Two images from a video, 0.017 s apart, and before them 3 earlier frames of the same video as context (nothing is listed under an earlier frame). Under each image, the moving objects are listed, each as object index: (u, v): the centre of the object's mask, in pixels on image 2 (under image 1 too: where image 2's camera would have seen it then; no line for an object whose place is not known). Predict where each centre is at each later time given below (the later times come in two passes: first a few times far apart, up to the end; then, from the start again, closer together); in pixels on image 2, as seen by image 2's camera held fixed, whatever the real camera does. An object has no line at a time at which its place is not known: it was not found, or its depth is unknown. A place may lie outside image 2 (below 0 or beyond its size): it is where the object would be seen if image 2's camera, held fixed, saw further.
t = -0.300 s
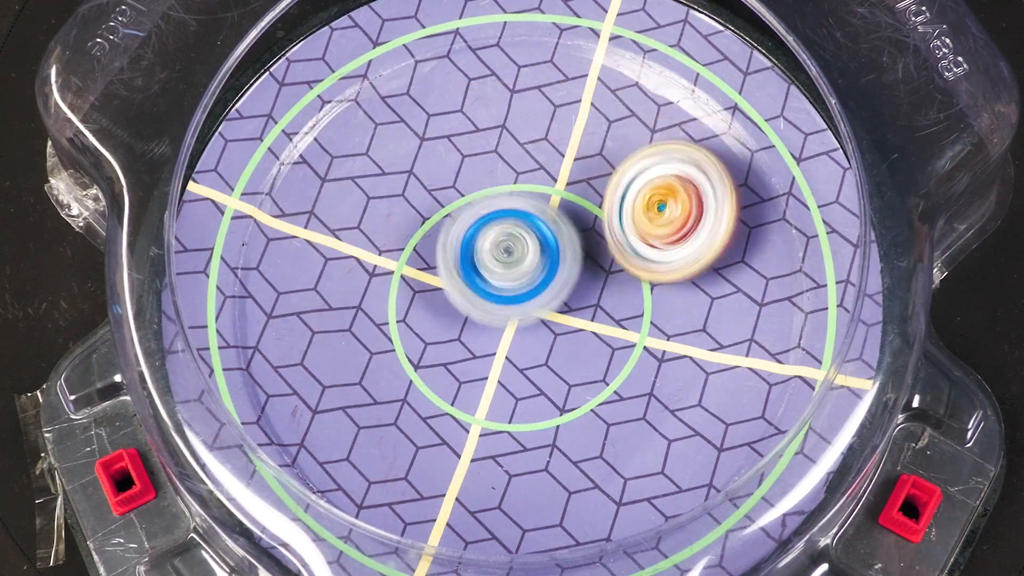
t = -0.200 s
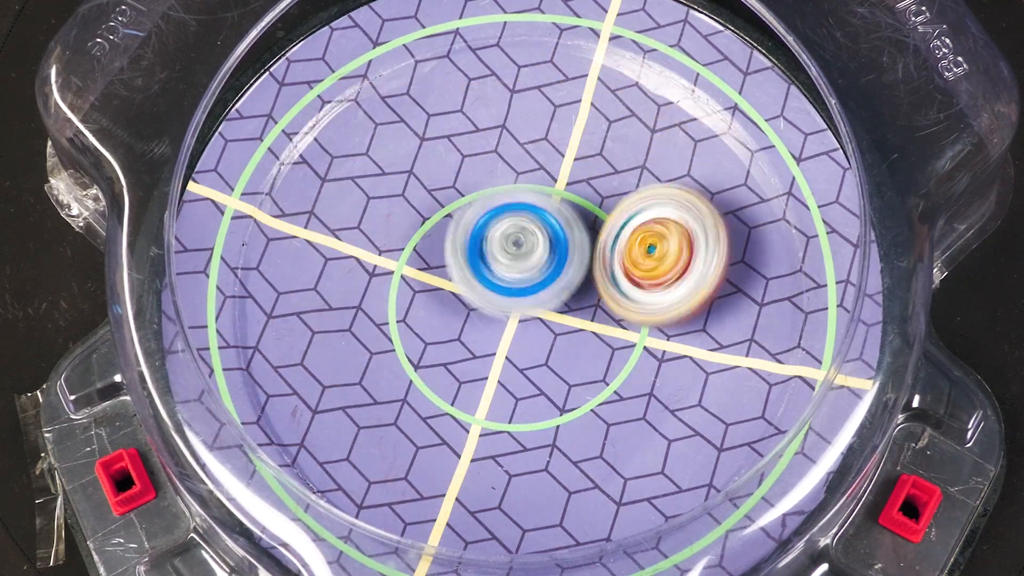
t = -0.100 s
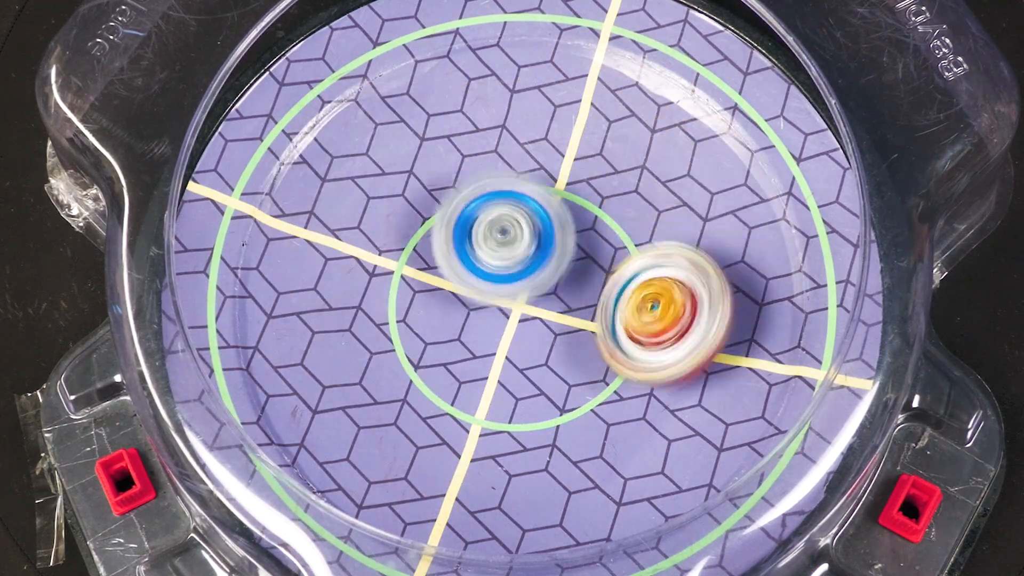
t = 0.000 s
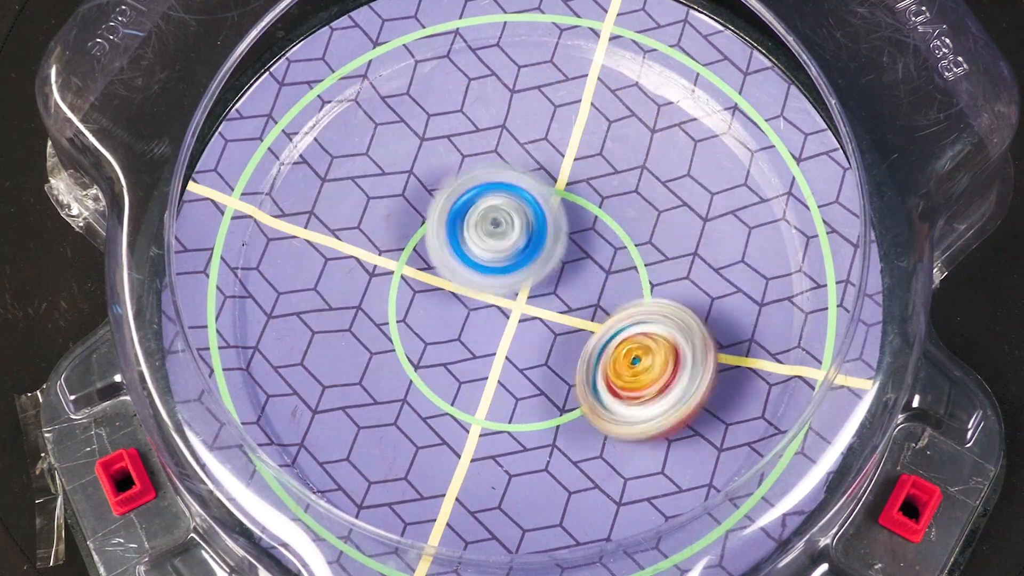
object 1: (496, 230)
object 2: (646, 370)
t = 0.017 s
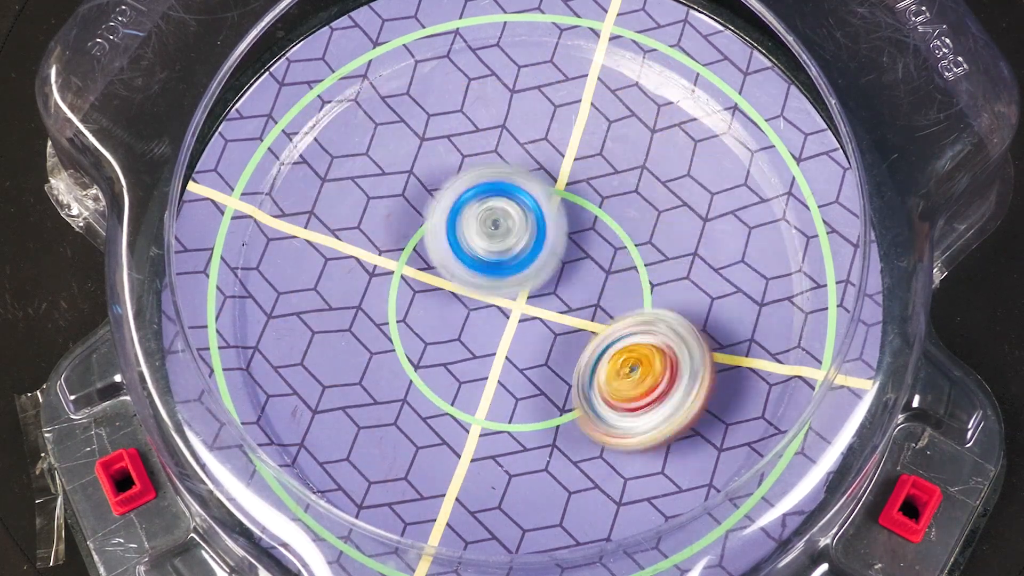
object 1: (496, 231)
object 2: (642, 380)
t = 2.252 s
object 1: (539, 264)
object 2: (675, 364)
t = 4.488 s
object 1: (538, 261)
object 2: (553, 407)
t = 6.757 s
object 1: (558, 261)
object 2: (380, 350)
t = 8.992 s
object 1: (463, 347)
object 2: (575, 198)
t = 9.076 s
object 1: (465, 339)
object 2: (566, 220)
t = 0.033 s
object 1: (495, 229)
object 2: (637, 388)
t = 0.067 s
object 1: (494, 229)
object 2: (628, 403)
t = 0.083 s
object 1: (494, 228)
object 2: (623, 410)
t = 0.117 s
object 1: (493, 228)
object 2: (611, 423)
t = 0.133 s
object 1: (492, 227)
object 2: (607, 428)
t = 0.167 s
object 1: (493, 229)
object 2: (596, 437)
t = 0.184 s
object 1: (493, 229)
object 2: (590, 441)
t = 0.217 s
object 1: (495, 231)
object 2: (580, 446)
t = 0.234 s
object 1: (495, 232)
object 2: (575, 448)
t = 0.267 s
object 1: (495, 236)
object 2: (564, 451)
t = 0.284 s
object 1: (496, 237)
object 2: (559, 451)
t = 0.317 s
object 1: (495, 243)
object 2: (550, 451)
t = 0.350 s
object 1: (498, 248)
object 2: (541, 449)
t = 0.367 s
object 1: (496, 250)
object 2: (535, 446)
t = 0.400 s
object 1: (497, 256)
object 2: (525, 443)
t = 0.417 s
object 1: (496, 259)
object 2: (521, 441)
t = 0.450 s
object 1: (497, 265)
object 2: (509, 435)
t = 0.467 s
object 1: (497, 268)
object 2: (504, 431)
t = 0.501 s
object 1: (495, 275)
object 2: (493, 424)
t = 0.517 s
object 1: (496, 276)
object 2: (486, 419)
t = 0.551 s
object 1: (492, 282)
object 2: (473, 410)
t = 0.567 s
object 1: (494, 280)
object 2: (465, 410)
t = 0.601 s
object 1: (502, 268)
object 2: (443, 407)
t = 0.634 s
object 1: (509, 259)
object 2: (424, 398)
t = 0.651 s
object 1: (517, 256)
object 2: (415, 393)
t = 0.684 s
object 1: (527, 251)
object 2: (399, 379)
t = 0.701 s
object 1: (534, 250)
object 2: (391, 372)
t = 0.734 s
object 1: (548, 248)
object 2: (377, 355)
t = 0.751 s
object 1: (554, 249)
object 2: (370, 347)
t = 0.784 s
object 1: (567, 251)
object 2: (359, 331)
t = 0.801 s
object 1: (572, 255)
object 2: (354, 322)
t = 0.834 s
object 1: (583, 262)
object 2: (345, 305)
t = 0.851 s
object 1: (584, 268)
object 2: (341, 295)
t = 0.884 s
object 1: (588, 277)
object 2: (335, 278)
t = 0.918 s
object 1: (590, 287)
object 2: (332, 262)
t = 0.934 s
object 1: (587, 292)
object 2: (330, 253)
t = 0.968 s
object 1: (583, 299)
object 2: (330, 239)
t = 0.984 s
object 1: (577, 303)
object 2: (330, 231)
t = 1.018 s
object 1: (569, 309)
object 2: (332, 219)
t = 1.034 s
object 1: (565, 309)
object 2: (335, 213)
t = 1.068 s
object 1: (551, 312)
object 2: (341, 202)
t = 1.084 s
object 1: (547, 310)
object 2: (344, 198)
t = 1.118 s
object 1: (534, 308)
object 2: (353, 188)
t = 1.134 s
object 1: (531, 306)
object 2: (358, 185)
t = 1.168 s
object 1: (519, 299)
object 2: (369, 177)
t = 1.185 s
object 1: (513, 296)
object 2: (374, 173)
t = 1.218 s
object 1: (508, 285)
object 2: (388, 165)
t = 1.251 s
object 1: (504, 276)
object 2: (402, 158)
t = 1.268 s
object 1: (500, 270)
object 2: (410, 154)
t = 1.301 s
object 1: (501, 261)
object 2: (426, 145)
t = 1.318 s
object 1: (506, 260)
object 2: (429, 137)
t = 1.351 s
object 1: (515, 267)
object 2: (440, 118)
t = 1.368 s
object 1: (522, 269)
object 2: (445, 114)
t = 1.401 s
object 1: (526, 275)
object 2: (461, 104)
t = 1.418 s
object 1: (532, 279)
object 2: (466, 101)
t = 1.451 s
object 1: (536, 287)
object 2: (482, 96)
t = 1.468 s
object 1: (536, 296)
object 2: (488, 95)
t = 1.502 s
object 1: (539, 303)
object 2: (504, 94)
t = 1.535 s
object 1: (539, 310)
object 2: (519, 96)
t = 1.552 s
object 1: (536, 314)
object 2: (527, 97)
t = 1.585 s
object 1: (532, 320)
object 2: (542, 101)
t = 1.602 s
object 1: (531, 321)
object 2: (551, 103)
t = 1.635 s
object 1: (525, 324)
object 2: (566, 110)
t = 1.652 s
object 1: (525, 326)
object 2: (575, 113)
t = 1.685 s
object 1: (520, 326)
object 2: (588, 120)
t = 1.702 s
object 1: (516, 328)
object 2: (598, 125)
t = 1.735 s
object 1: (515, 326)
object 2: (612, 134)
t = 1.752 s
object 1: (511, 325)
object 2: (620, 139)
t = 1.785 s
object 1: (509, 322)
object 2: (633, 151)
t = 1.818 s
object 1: (504, 320)
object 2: (648, 162)
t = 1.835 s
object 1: (507, 318)
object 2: (653, 170)
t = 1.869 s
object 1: (503, 314)
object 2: (666, 183)
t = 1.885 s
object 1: (503, 312)
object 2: (671, 190)
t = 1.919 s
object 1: (503, 305)
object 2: (682, 205)
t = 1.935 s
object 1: (499, 302)
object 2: (684, 213)
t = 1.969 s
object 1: (501, 296)
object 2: (692, 229)
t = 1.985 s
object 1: (504, 292)
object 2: (694, 237)
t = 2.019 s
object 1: (507, 289)
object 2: (698, 253)
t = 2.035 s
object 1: (509, 285)
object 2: (699, 262)
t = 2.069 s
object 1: (512, 281)
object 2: (702, 278)
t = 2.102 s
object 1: (517, 275)
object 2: (701, 296)
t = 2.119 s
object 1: (517, 273)
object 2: (699, 303)
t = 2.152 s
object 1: (523, 269)
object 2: (696, 320)
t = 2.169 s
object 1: (527, 268)
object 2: (694, 327)
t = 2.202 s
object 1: (533, 265)
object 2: (688, 343)
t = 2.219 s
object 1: (535, 265)
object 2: (684, 350)
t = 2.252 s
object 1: (539, 264)
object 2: (675, 364)
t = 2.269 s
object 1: (542, 262)
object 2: (670, 370)
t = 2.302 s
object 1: (546, 262)
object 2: (658, 383)
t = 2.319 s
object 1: (550, 264)
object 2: (651, 388)
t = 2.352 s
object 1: (554, 263)
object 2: (638, 398)
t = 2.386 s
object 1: (558, 265)
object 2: (622, 405)
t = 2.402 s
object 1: (557, 268)
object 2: (616, 408)
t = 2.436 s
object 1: (557, 270)
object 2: (598, 415)
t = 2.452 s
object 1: (560, 270)
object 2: (591, 417)
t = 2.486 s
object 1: (560, 273)
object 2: (572, 422)
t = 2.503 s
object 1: (560, 276)
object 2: (564, 423)
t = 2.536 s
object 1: (560, 277)
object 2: (546, 426)
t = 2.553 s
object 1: (556, 279)
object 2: (537, 426)
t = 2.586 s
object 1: (555, 281)
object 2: (517, 425)
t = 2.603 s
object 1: (555, 281)
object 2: (509, 425)
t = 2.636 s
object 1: (553, 283)
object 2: (490, 422)
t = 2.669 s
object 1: (548, 284)
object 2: (471, 417)
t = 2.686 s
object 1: (546, 286)
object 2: (463, 414)
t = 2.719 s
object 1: (541, 287)
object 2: (444, 407)
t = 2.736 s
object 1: (539, 286)
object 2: (437, 403)
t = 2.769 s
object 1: (535, 287)
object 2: (420, 393)
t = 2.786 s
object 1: (531, 288)
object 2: (414, 389)
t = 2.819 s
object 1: (525, 287)
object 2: (400, 378)
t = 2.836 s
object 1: (524, 286)
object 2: (393, 373)
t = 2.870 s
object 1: (518, 283)
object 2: (382, 360)
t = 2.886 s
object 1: (517, 282)
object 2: (377, 354)
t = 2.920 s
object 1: (513, 280)
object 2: (368, 340)
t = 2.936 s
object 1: (510, 278)
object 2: (365, 333)
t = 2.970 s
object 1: (509, 276)
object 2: (359, 320)
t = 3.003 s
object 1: (505, 273)
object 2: (355, 304)
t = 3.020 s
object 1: (506, 272)
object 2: (353, 298)
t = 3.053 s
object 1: (504, 269)
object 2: (351, 283)
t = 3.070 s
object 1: (500, 268)
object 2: (352, 275)
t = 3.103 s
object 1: (501, 266)
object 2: (354, 261)
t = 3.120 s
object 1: (501, 265)
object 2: (355, 252)
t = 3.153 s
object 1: (501, 263)
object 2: (358, 239)
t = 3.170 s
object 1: (501, 262)
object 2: (362, 231)
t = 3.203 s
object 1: (502, 260)
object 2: (366, 218)
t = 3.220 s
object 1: (508, 259)
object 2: (365, 209)
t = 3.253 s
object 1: (514, 260)
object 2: (370, 195)
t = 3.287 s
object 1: (519, 264)
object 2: (377, 182)
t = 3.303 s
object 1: (521, 265)
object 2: (380, 177)
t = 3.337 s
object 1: (526, 269)
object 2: (391, 166)
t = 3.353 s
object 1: (531, 272)
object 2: (396, 162)
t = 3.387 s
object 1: (535, 275)
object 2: (407, 153)
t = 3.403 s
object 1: (532, 278)
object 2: (414, 151)
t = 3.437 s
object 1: (536, 282)
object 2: (428, 145)
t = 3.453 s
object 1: (538, 285)
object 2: (436, 142)
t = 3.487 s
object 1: (539, 289)
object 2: (451, 139)
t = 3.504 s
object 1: (538, 292)
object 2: (459, 136)
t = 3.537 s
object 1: (537, 293)
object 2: (475, 135)
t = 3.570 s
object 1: (538, 298)
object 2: (491, 135)
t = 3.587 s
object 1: (539, 300)
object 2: (499, 133)
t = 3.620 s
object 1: (539, 304)
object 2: (518, 135)
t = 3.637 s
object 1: (538, 305)
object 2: (525, 136)
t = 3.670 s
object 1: (535, 307)
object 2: (546, 140)
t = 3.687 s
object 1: (537, 308)
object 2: (555, 142)
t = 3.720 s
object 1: (534, 309)
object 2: (572, 148)
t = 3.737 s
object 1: (530, 309)
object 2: (582, 151)
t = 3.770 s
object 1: (528, 310)
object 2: (599, 159)
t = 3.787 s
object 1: (527, 311)
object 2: (607, 163)
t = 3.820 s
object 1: (524, 310)
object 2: (622, 173)
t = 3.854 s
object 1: (523, 308)
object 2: (637, 185)
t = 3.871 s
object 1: (522, 306)
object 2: (643, 190)
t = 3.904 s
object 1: (522, 303)
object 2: (655, 203)
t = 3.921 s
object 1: (519, 303)
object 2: (659, 209)
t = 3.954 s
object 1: (516, 301)
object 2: (669, 223)
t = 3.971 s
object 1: (519, 300)
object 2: (673, 231)
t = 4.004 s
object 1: (518, 296)
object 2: (678, 246)
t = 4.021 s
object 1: (515, 295)
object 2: (681, 252)
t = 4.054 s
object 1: (516, 289)
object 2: (684, 267)
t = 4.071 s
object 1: (518, 287)
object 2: (684, 274)
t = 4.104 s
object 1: (516, 284)
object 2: (684, 288)
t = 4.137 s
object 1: (517, 280)
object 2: (681, 301)
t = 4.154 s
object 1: (518, 278)
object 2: (678, 309)
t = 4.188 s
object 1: (521, 275)
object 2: (673, 322)
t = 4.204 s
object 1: (521, 274)
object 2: (669, 329)
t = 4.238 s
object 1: (522, 272)
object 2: (660, 342)
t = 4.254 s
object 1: (527, 270)
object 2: (657, 348)
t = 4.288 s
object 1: (528, 267)
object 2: (646, 360)
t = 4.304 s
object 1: (525, 266)
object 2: (639, 366)
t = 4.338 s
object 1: (529, 264)
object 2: (626, 377)
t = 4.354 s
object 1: (531, 265)
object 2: (618, 381)
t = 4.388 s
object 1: (532, 264)
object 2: (603, 391)
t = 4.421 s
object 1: (535, 262)
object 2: (587, 398)
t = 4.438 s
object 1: (537, 261)
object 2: (579, 401)
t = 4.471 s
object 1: (539, 261)
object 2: (563, 405)
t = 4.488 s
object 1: (538, 261)
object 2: (553, 407)
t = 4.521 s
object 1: (538, 261)
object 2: (533, 410)
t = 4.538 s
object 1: (541, 264)
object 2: (524, 410)
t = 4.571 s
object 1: (541, 264)
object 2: (505, 409)
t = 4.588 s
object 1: (541, 264)
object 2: (495, 409)
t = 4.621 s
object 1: (543, 266)
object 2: (478, 405)
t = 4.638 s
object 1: (541, 265)
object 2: (469, 404)
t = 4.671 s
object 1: (541, 268)
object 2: (452, 397)
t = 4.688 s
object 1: (542, 271)
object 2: (443, 393)
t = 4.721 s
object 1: (541, 272)
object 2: (428, 385)
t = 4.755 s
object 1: (538, 276)
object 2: (415, 376)
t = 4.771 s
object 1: (538, 274)
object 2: (408, 369)
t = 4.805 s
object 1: (536, 276)
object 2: (397, 357)
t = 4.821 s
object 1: (531, 279)
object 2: (392, 352)
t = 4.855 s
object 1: (530, 279)
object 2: (384, 338)
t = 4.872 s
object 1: (530, 281)
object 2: (380, 330)
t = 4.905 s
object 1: (525, 283)
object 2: (374, 316)
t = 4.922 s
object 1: (524, 282)
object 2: (373, 309)
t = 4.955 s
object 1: (520, 282)
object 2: (370, 294)
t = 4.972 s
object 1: (516, 282)
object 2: (369, 288)
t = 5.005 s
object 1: (514, 282)
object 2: (369, 274)
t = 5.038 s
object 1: (511, 282)
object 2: (370, 259)
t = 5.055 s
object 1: (510, 283)
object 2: (370, 253)
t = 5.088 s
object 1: (510, 281)
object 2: (373, 238)
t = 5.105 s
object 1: (511, 281)
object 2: (376, 231)
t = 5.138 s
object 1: (511, 282)
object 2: (382, 218)
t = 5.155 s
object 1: (511, 280)
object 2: (386, 213)
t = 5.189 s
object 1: (513, 280)
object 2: (394, 200)
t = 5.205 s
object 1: (516, 284)
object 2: (396, 192)
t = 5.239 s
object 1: (521, 287)
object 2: (404, 178)
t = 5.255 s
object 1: (526, 289)
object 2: (408, 173)
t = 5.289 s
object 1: (528, 295)
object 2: (419, 162)
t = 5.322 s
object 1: (529, 299)
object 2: (431, 152)
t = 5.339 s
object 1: (531, 299)
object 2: (439, 147)
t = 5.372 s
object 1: (534, 303)
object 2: (453, 141)
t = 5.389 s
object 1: (533, 304)
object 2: (459, 139)
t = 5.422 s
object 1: (533, 306)
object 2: (474, 135)
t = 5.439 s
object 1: (534, 309)
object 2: (482, 134)
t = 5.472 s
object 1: (534, 310)
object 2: (497, 133)
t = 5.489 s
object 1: (537, 310)
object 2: (504, 133)
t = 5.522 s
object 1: (536, 315)
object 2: (520, 134)
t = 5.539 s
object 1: (536, 314)
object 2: (529, 135)
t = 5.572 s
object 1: (535, 314)
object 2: (545, 139)
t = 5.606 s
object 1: (535, 315)
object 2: (559, 145)
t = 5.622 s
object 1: (533, 314)
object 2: (566, 147)
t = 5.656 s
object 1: (532, 312)
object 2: (582, 157)
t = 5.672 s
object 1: (531, 313)
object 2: (591, 162)
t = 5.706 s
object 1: (531, 310)
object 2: (605, 173)
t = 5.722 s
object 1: (532, 309)
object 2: (611, 178)
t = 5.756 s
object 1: (529, 309)
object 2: (622, 191)
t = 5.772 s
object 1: (531, 306)
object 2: (629, 199)
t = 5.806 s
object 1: (529, 304)
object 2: (639, 214)
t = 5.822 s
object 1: (526, 301)
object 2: (642, 220)
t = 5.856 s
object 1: (524, 301)
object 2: (650, 234)
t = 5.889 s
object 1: (513, 299)
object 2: (663, 246)
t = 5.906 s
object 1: (504, 298)
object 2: (669, 255)
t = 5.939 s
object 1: (497, 296)
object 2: (672, 269)
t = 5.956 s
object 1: (491, 294)
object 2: (673, 275)
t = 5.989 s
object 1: (480, 287)
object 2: (674, 291)
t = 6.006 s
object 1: (478, 286)
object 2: (674, 298)
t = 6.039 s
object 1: (470, 278)
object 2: (671, 314)
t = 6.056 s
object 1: (469, 273)
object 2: (669, 323)
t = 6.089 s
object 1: (466, 266)
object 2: (662, 339)
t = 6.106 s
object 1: (465, 261)
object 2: (659, 345)
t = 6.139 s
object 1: (466, 252)
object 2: (650, 359)
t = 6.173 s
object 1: (468, 245)
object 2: (640, 372)
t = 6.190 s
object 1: (473, 241)
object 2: (634, 377)
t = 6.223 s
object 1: (480, 237)
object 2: (620, 388)
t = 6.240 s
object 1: (482, 235)
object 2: (612, 393)
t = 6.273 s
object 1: (494, 235)
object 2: (597, 400)
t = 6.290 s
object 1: (498, 235)
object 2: (590, 403)
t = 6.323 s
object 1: (505, 238)
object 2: (572, 409)
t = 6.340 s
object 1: (511, 244)
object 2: (565, 410)
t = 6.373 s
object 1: (516, 247)
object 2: (547, 411)
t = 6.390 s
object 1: (521, 250)
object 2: (539, 412)
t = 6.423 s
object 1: (524, 259)
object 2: (521, 410)
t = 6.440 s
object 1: (527, 262)
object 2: (512, 409)
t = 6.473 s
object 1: (530, 271)
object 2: (495, 403)
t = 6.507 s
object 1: (530, 278)
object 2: (477, 402)
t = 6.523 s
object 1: (536, 272)
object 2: (464, 408)
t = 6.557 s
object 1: (537, 269)
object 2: (443, 412)
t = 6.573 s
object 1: (541, 267)
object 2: (436, 410)
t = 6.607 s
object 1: (545, 265)
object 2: (421, 403)
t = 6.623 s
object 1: (547, 263)
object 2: (415, 398)
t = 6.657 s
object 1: (551, 261)
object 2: (405, 389)
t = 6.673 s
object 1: (551, 260)
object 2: (399, 382)
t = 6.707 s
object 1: (556, 260)
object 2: (390, 371)
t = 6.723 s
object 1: (555, 260)
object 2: (387, 365)
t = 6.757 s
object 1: (558, 261)
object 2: (380, 350)
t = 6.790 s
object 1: (559, 265)
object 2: (377, 337)
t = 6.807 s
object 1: (559, 263)
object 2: (376, 330)
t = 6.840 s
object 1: (559, 267)
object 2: (376, 316)
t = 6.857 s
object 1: (559, 266)
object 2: (377, 308)
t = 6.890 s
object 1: (559, 269)
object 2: (380, 293)
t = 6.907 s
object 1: (557, 269)
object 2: (382, 287)
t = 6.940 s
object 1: (555, 272)
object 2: (388, 274)
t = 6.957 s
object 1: (553, 272)
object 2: (391, 268)
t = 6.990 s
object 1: (551, 273)
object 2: (400, 255)
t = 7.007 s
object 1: (548, 274)
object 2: (405, 249)
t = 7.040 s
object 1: (548, 276)
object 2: (413, 239)
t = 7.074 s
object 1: (561, 283)
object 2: (403, 220)
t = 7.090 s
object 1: (566, 281)
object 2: (401, 211)
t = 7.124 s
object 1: (564, 284)
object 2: (405, 198)
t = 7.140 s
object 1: (567, 286)
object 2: (409, 194)
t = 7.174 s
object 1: (569, 290)
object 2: (422, 185)
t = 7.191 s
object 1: (573, 290)
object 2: (427, 183)
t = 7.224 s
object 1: (570, 295)
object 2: (439, 180)
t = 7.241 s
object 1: (574, 296)
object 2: (445, 177)
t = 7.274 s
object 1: (572, 300)
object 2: (458, 175)
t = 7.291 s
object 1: (575, 300)
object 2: (466, 175)
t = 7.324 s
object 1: (570, 302)
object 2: (479, 177)
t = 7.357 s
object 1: (571, 304)
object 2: (492, 180)
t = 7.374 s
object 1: (567, 306)
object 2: (500, 181)
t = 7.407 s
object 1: (571, 316)
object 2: (511, 176)
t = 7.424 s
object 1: (570, 325)
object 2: (514, 170)
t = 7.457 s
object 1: (577, 333)
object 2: (521, 162)
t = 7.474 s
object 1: (575, 332)
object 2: (525, 162)
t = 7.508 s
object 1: (573, 336)
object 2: (533, 164)
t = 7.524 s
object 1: (572, 335)
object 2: (537, 166)
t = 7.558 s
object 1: (568, 342)
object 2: (545, 172)
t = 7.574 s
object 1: (569, 342)
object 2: (548, 177)
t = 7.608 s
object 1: (561, 346)
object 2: (556, 185)
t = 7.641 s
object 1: (562, 347)
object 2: (561, 195)
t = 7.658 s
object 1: (558, 346)
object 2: (564, 201)
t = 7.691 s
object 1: (551, 351)
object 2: (568, 207)
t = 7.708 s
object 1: (550, 352)
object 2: (572, 207)
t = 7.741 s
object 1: (548, 356)
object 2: (574, 211)
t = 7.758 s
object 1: (550, 354)
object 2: (573, 215)
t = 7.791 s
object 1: (543, 356)
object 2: (569, 216)
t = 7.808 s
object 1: (540, 359)
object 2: (569, 217)
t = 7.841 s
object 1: (530, 362)
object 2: (572, 217)
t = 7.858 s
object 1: (525, 368)
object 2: (574, 218)
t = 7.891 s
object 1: (521, 369)
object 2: (572, 221)
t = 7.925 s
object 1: (512, 369)
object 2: (569, 223)
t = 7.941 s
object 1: (510, 369)
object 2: (566, 223)
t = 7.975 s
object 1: (497, 368)
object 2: (562, 222)
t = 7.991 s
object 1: (493, 370)
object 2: (560, 224)
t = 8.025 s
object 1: (490, 367)
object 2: (556, 227)
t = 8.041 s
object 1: (485, 364)
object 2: (552, 227)
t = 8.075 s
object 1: (480, 358)
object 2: (548, 228)
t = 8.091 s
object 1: (475, 357)
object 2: (546, 227)
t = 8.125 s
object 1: (470, 364)
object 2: (546, 223)
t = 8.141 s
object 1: (471, 363)
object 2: (543, 223)
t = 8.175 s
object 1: (468, 359)
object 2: (538, 221)
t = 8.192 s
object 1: (467, 356)
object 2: (535, 220)
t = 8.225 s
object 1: (458, 355)
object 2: (534, 217)
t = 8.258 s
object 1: (458, 357)
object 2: (535, 216)
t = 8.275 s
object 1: (458, 354)
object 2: (537, 217)
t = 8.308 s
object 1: (453, 351)
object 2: (535, 218)
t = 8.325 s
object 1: (453, 351)
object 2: (533, 218)
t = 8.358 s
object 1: (455, 345)
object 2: (530, 218)
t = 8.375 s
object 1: (455, 345)
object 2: (528, 218)
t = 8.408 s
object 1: (459, 338)
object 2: (527, 216)
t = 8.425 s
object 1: (458, 338)
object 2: (528, 212)
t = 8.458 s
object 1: (460, 342)
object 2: (529, 209)
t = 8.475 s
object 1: (461, 340)
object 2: (530, 208)
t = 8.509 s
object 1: (456, 340)
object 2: (533, 210)
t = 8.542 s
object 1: (461, 341)
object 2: (530, 214)
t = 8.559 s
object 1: (463, 338)
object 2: (529, 215)
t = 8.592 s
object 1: (461, 337)
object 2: (525, 214)
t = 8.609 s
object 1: (463, 337)
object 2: (528, 209)
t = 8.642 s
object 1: (463, 334)
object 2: (532, 206)
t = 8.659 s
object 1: (464, 337)
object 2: (534, 205)
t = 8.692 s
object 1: (473, 335)
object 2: (536, 208)
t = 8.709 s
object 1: (468, 340)
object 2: (543, 201)
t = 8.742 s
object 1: (467, 354)
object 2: (559, 190)
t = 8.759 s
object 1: (472, 356)
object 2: (564, 187)
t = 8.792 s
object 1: (474, 356)
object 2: (571, 184)
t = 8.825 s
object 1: (476, 355)
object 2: (573, 185)
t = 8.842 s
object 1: (478, 351)
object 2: (573, 185)
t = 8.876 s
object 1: (469, 347)
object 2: (573, 187)
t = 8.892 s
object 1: (466, 347)
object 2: (573, 188)
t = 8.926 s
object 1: (467, 346)
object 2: (573, 189)
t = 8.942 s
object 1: (468, 343)
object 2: (573, 191)
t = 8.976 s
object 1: (462, 345)
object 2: (573, 196)
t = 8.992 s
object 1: (463, 347)
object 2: (575, 198)
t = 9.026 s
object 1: (469, 344)
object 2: (573, 207)
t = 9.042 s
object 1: (468, 340)
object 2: (570, 211)
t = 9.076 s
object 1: (465, 339)
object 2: (566, 220)
